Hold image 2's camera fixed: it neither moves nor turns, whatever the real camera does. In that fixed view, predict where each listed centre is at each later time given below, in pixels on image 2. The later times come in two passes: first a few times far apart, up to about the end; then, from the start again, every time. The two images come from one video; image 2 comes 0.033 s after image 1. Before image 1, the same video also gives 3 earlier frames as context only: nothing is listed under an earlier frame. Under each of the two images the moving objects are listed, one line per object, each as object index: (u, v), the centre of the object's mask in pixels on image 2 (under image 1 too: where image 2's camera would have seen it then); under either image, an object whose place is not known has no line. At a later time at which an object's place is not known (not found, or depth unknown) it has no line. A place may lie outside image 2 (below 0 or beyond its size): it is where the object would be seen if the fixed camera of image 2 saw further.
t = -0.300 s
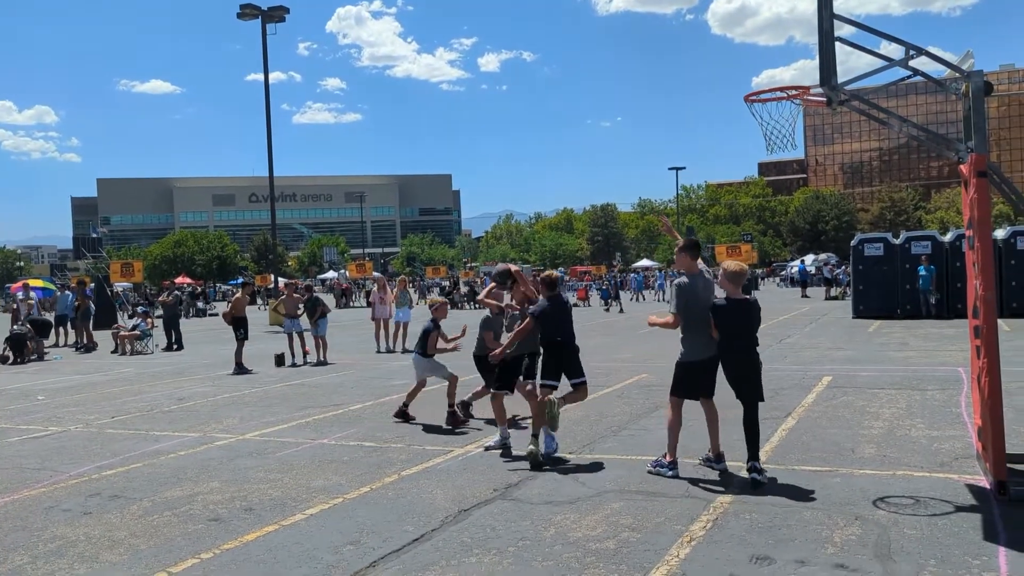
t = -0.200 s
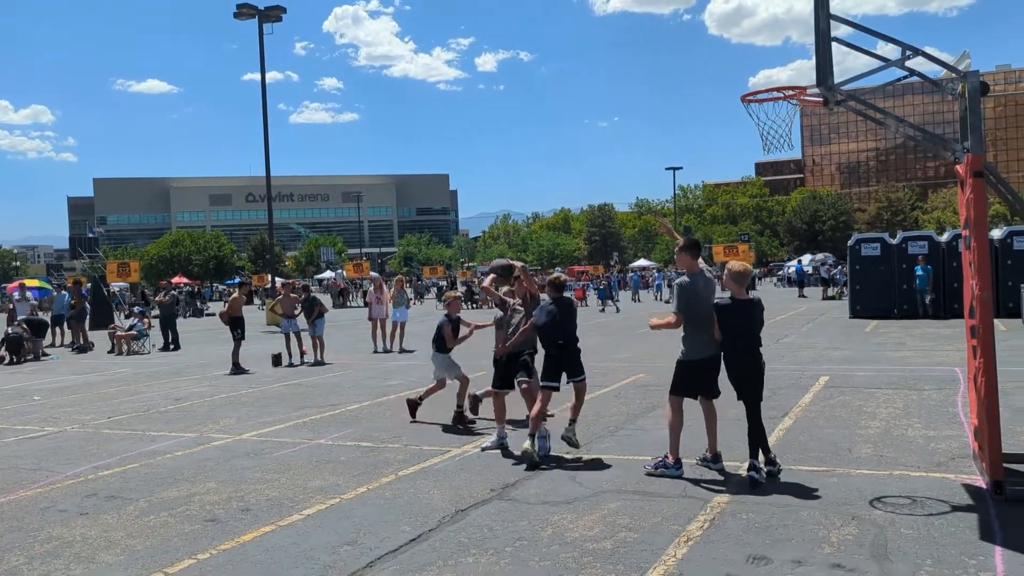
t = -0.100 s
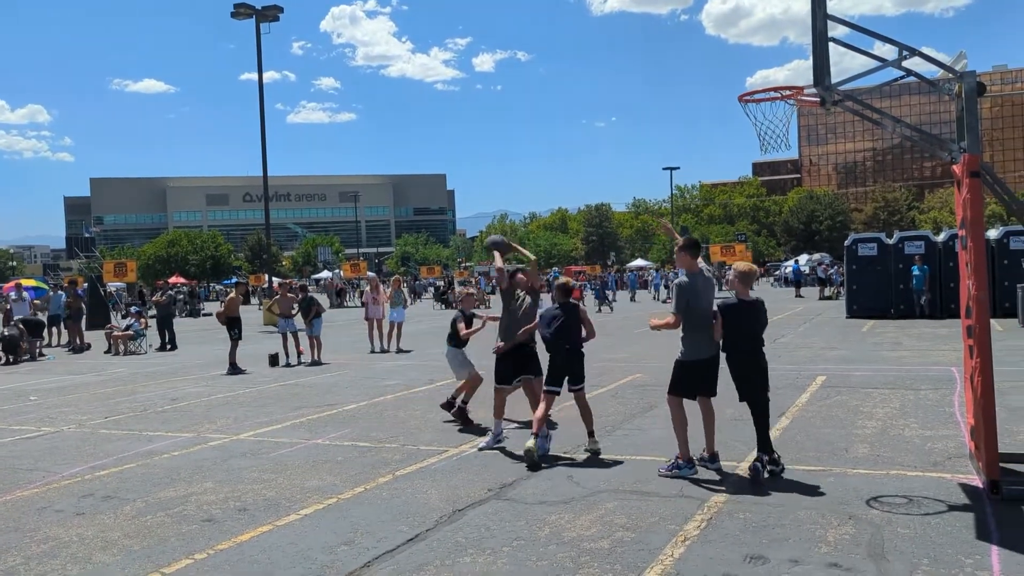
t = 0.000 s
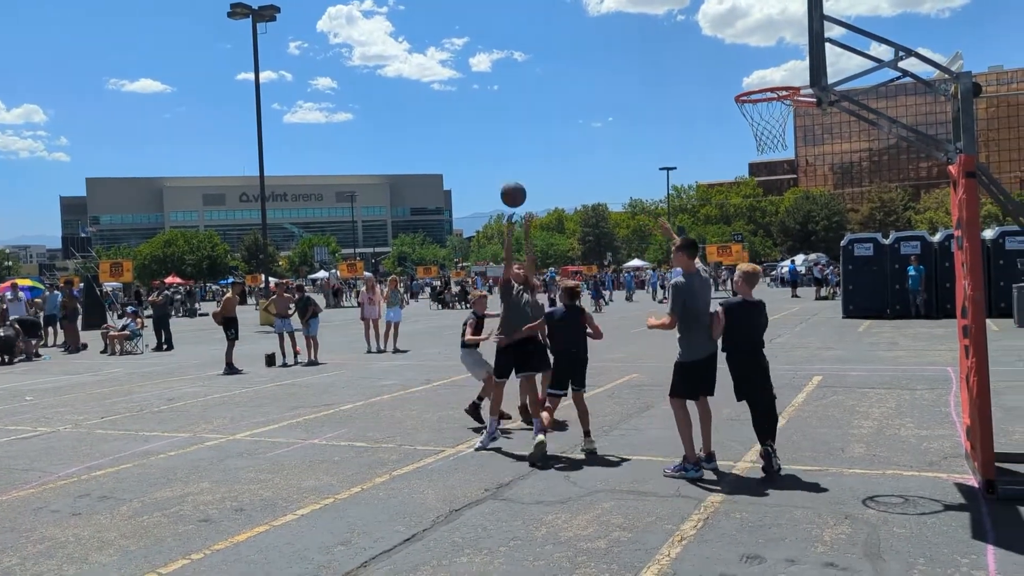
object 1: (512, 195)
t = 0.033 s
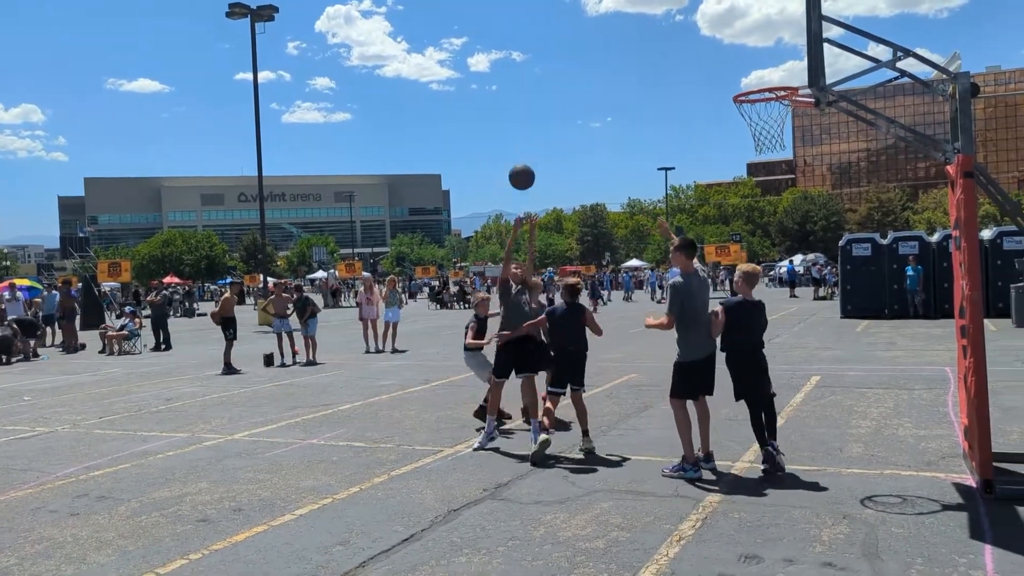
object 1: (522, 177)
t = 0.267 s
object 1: (598, 78)
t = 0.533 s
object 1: (703, 31)
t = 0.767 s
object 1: (794, 61)
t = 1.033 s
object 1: (698, 82)
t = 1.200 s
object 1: (642, 131)
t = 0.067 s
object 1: (532, 160)
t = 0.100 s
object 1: (542, 144)
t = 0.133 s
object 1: (553, 129)
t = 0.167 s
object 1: (564, 115)
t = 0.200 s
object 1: (575, 102)
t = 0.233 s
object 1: (586, 89)
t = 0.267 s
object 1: (598, 78)
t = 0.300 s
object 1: (610, 68)
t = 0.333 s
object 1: (622, 60)
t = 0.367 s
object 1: (635, 52)
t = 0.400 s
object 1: (648, 46)
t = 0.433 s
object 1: (661, 40)
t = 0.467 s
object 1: (675, 36)
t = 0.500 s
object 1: (689, 33)
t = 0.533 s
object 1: (703, 31)
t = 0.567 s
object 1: (718, 31)
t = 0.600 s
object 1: (733, 32)
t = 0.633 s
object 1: (748, 35)
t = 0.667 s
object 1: (763, 39)
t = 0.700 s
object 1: (779, 44)
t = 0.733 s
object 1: (794, 52)
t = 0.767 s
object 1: (794, 61)
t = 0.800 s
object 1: (782, 71)
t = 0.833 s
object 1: (770, 70)
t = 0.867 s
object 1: (757, 69)
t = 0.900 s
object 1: (745, 69)
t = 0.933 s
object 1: (733, 70)
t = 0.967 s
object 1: (722, 73)
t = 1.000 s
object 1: (710, 77)
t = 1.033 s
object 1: (698, 82)
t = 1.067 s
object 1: (686, 89)
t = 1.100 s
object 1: (675, 97)
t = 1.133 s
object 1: (664, 107)
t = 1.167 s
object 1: (653, 118)
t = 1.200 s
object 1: (642, 131)
